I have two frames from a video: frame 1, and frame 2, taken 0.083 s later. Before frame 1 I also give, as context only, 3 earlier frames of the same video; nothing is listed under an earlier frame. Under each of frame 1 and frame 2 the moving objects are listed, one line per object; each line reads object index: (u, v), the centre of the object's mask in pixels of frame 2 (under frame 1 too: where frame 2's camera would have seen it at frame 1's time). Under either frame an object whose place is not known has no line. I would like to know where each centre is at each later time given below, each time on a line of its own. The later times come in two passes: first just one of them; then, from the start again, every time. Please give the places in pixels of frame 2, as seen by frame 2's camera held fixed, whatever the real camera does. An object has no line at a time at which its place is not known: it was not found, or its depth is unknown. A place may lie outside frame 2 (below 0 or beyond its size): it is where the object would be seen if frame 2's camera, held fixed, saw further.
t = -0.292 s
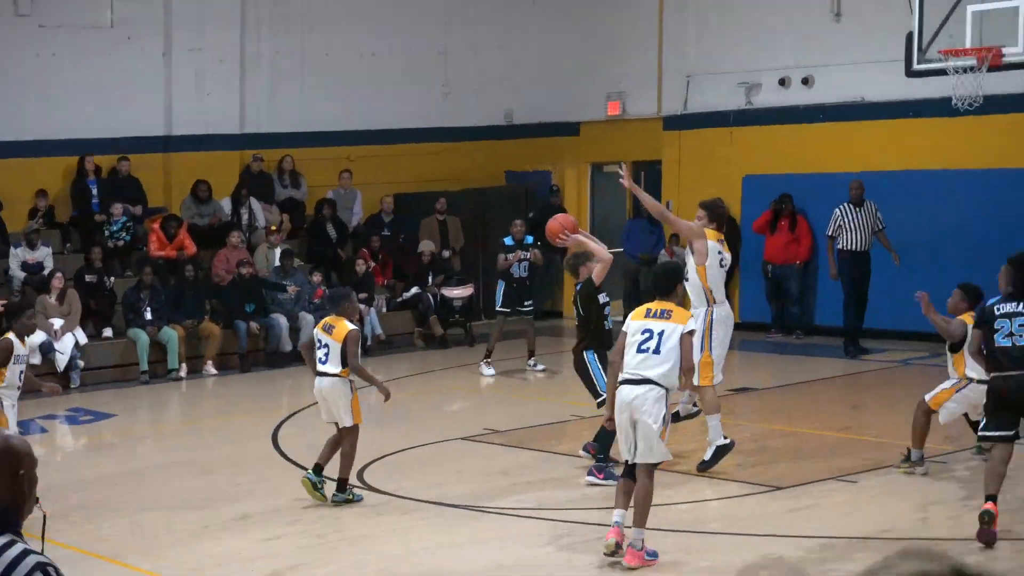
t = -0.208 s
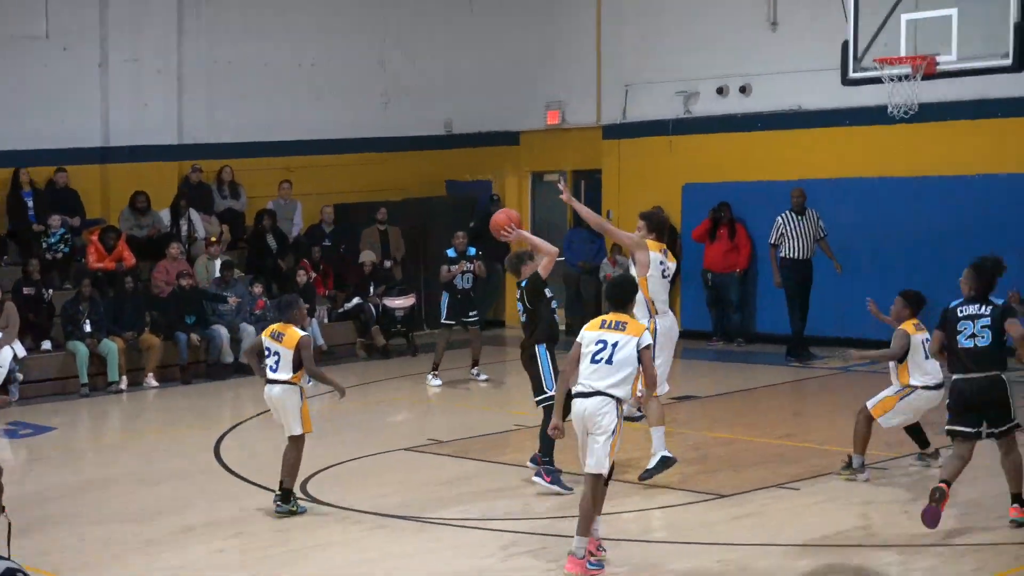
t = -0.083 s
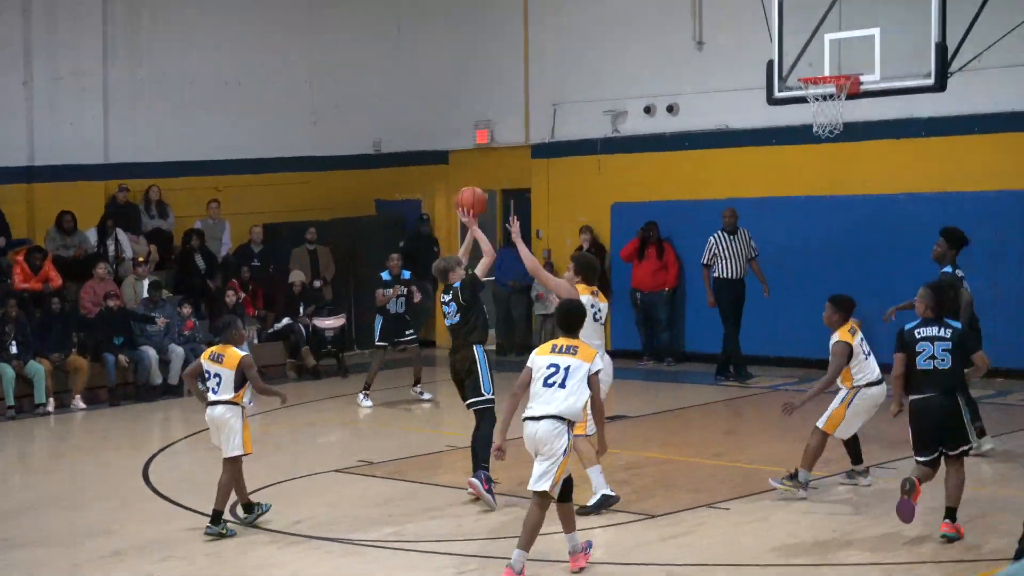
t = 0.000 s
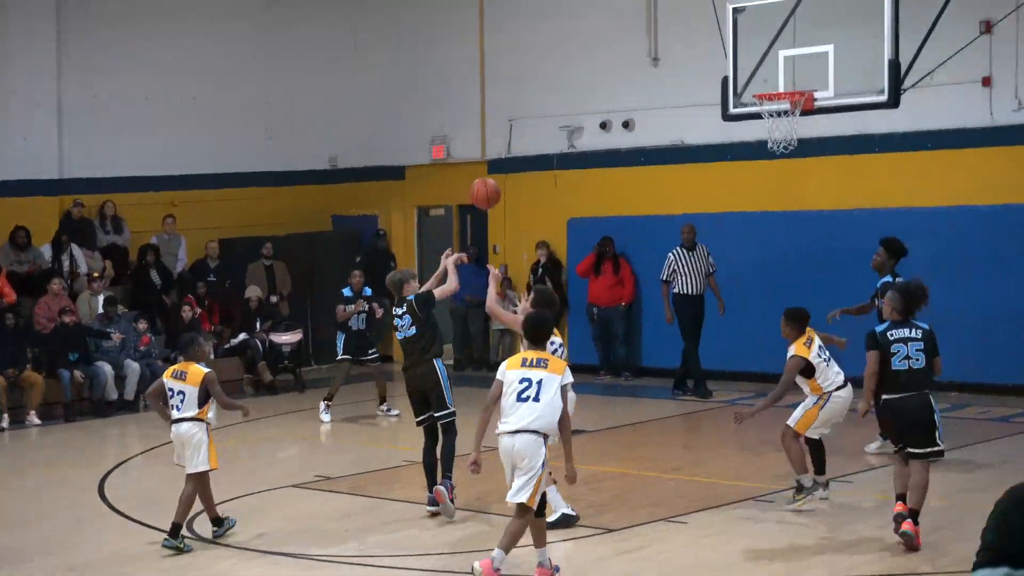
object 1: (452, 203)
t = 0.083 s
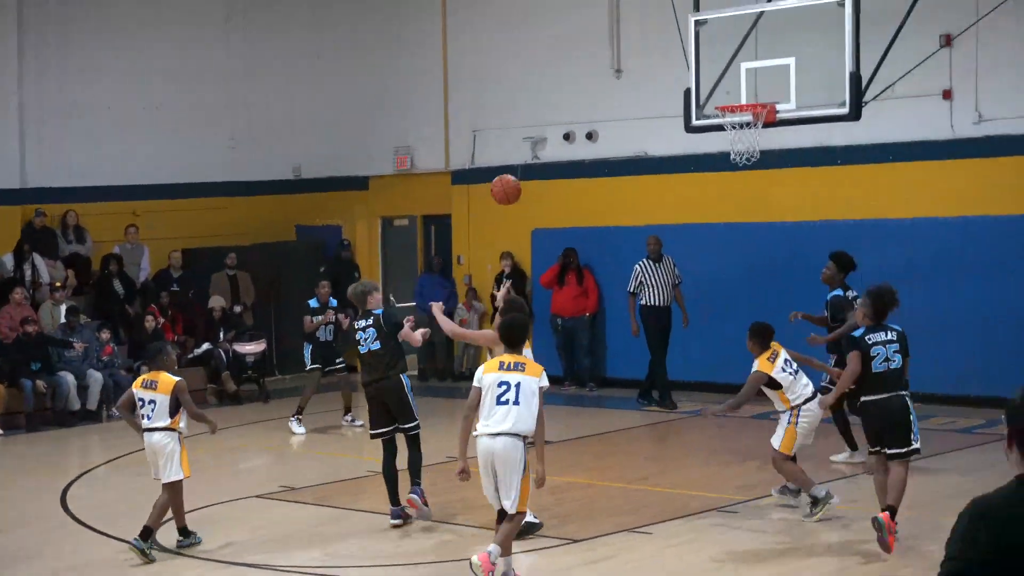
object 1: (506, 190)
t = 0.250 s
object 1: (611, 190)
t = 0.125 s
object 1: (532, 186)
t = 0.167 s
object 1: (559, 185)
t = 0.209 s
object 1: (585, 187)
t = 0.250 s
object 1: (611, 190)
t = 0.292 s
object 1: (636, 196)
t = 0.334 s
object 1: (661, 203)
